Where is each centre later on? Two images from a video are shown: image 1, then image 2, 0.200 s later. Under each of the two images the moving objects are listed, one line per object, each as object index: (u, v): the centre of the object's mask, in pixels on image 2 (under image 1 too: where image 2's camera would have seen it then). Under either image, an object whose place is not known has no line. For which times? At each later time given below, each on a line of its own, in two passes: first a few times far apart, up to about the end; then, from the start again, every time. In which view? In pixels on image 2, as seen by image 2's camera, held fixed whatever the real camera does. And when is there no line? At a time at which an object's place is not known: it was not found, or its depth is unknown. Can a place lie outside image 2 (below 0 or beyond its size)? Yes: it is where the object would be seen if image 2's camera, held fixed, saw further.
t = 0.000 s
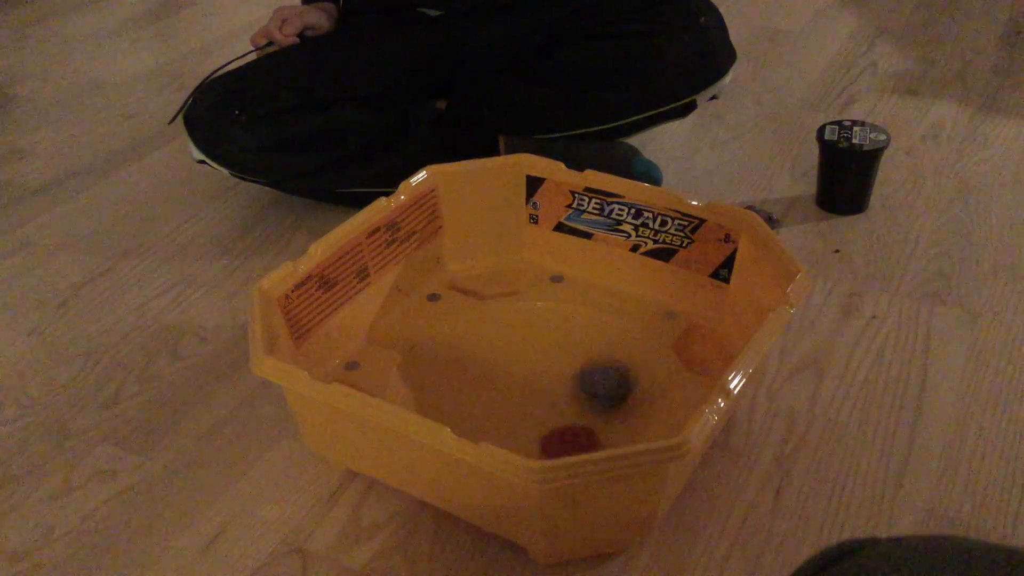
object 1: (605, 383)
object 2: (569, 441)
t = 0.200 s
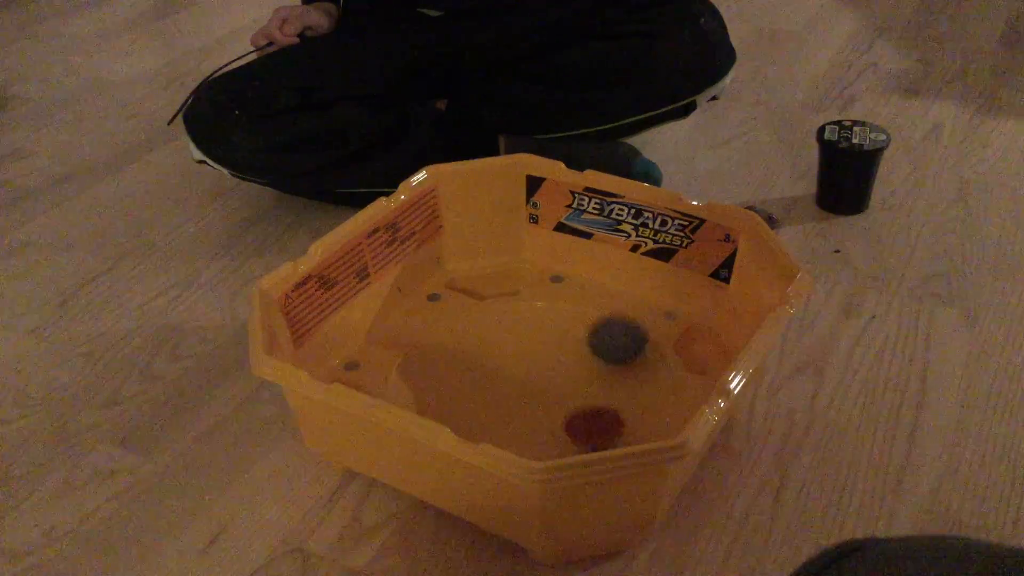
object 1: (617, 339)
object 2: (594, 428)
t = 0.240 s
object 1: (612, 335)
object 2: (587, 421)
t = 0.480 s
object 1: (569, 333)
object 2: (489, 394)
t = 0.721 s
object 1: (526, 358)
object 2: (450, 410)
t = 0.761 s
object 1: (519, 363)
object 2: (459, 414)
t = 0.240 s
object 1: (612, 335)
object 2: (587, 421)
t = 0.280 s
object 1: (607, 332)
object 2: (577, 414)
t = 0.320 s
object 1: (602, 331)
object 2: (561, 409)
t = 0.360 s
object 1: (595, 330)
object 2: (545, 405)
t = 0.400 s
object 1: (586, 330)
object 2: (525, 400)
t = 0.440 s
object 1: (578, 331)
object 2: (506, 396)
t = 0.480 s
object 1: (569, 333)
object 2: (489, 394)
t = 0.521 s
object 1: (561, 335)
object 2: (471, 397)
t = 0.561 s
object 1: (553, 340)
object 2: (459, 398)
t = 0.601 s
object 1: (546, 344)
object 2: (450, 401)
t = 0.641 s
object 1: (539, 348)
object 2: (446, 404)
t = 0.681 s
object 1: (532, 353)
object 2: (446, 406)
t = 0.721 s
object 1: (526, 358)
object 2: (450, 410)
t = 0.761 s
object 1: (519, 363)
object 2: (459, 414)
